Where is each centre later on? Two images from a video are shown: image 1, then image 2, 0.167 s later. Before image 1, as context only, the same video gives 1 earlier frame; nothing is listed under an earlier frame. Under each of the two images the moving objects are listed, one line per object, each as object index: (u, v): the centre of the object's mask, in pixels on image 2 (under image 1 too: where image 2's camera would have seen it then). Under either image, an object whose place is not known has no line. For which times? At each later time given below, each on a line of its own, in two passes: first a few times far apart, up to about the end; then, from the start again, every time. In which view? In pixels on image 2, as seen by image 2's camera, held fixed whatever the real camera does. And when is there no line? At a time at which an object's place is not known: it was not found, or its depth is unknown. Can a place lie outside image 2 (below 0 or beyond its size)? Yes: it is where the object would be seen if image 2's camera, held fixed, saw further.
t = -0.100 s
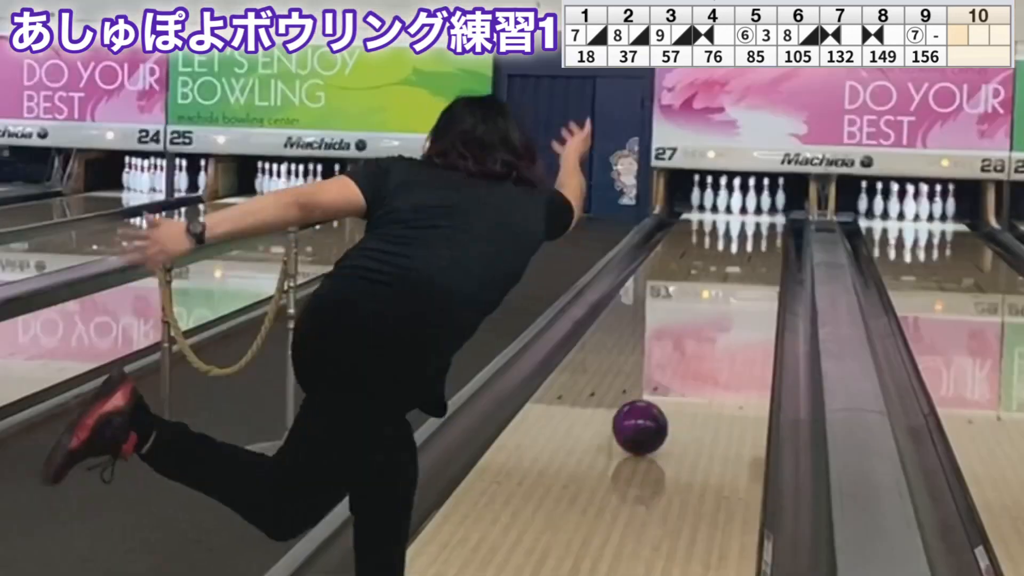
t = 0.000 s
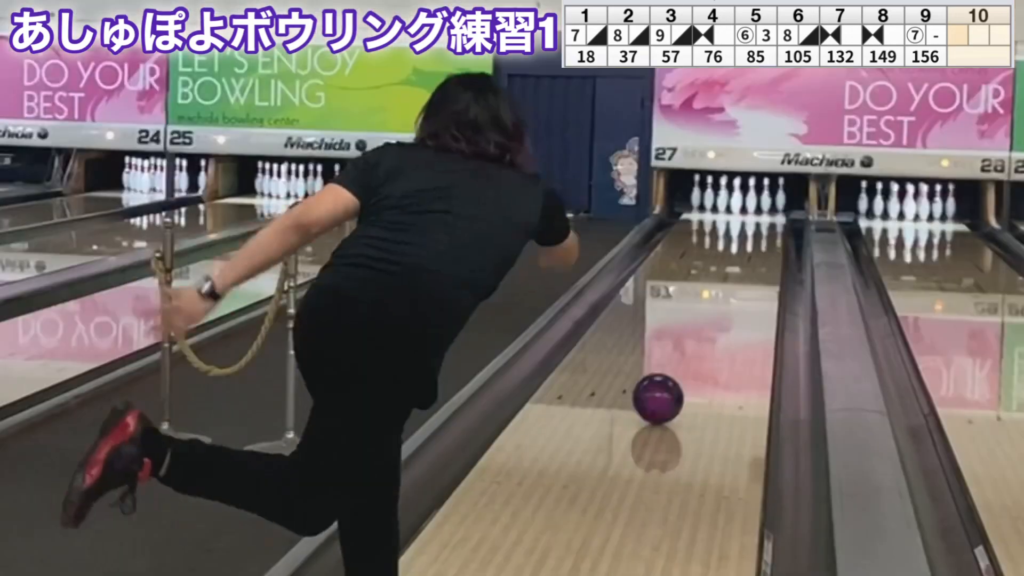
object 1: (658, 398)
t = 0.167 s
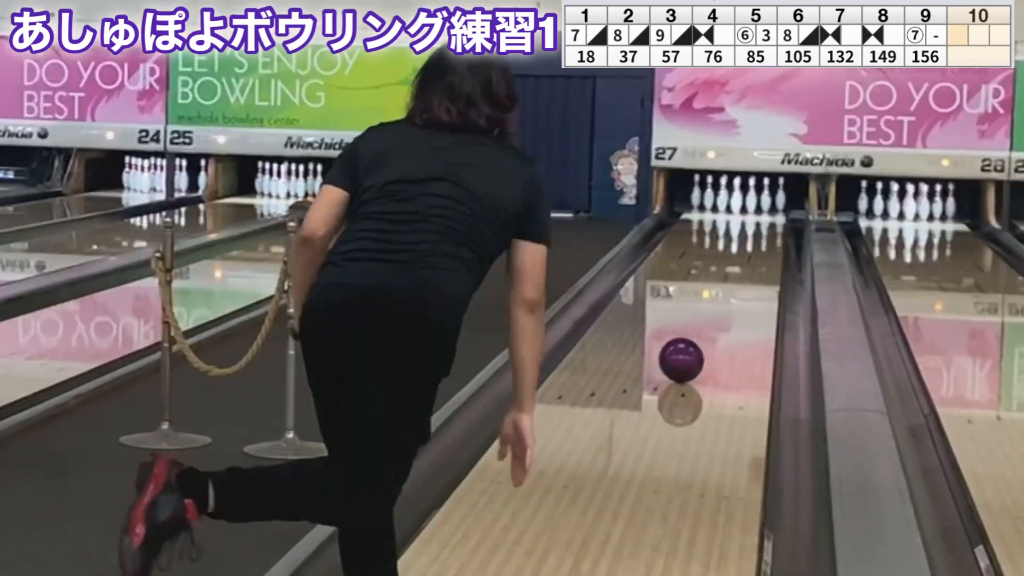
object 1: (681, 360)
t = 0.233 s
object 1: (689, 348)
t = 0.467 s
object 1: (710, 311)
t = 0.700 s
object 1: (725, 282)
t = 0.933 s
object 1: (736, 260)
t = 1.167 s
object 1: (745, 243)
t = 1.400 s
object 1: (749, 230)
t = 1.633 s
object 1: (750, 217)
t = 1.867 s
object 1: (745, 206)
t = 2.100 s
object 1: (745, 202)
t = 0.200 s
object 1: (685, 354)
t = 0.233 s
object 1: (689, 348)
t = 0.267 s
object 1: (692, 342)
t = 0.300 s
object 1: (695, 336)
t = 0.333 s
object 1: (699, 331)
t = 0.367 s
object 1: (702, 325)
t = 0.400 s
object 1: (705, 320)
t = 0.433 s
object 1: (707, 315)
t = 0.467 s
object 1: (710, 311)
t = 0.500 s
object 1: (713, 306)
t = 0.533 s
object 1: (715, 302)
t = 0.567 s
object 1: (717, 298)
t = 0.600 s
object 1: (720, 294)
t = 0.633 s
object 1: (722, 290)
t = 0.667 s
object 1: (724, 286)
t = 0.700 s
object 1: (725, 282)
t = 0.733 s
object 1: (727, 279)
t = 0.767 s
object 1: (729, 276)
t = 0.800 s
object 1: (730, 272)
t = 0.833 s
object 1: (732, 269)
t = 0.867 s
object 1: (733, 267)
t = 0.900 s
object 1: (735, 263)
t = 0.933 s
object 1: (736, 260)
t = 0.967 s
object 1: (737, 258)
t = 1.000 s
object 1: (739, 255)
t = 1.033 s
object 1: (740, 253)
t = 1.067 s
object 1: (741, 250)
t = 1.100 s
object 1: (742, 248)
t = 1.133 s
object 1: (743, 245)
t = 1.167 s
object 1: (745, 243)
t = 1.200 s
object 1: (746, 241)
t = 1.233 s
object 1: (747, 239)
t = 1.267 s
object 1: (748, 237)
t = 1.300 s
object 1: (749, 235)
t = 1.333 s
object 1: (750, 234)
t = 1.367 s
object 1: (749, 232)
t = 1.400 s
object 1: (749, 230)
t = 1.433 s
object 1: (750, 228)
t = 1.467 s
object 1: (750, 226)
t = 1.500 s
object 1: (750, 225)
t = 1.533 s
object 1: (750, 222)
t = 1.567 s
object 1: (750, 220)
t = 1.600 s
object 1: (750, 219)
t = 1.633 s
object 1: (750, 217)
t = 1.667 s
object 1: (749, 215)
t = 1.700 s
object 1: (749, 214)
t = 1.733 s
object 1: (748, 211)
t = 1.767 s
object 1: (747, 210)
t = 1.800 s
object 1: (746, 210)
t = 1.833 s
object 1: (745, 207)
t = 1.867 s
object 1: (745, 206)
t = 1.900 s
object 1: (743, 205)
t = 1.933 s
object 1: (744, 204)
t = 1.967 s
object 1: (745, 204)
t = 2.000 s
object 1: (745, 204)
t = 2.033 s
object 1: (745, 203)
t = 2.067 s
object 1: (744, 202)
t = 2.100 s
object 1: (745, 202)
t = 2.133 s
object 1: (745, 201)
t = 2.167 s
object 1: (747, 203)
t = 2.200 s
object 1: (746, 201)
